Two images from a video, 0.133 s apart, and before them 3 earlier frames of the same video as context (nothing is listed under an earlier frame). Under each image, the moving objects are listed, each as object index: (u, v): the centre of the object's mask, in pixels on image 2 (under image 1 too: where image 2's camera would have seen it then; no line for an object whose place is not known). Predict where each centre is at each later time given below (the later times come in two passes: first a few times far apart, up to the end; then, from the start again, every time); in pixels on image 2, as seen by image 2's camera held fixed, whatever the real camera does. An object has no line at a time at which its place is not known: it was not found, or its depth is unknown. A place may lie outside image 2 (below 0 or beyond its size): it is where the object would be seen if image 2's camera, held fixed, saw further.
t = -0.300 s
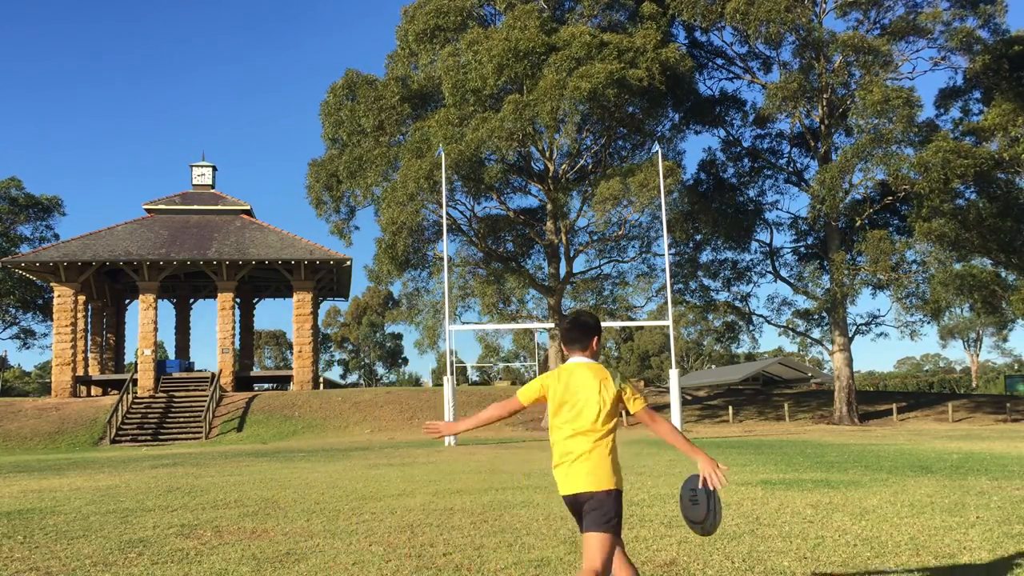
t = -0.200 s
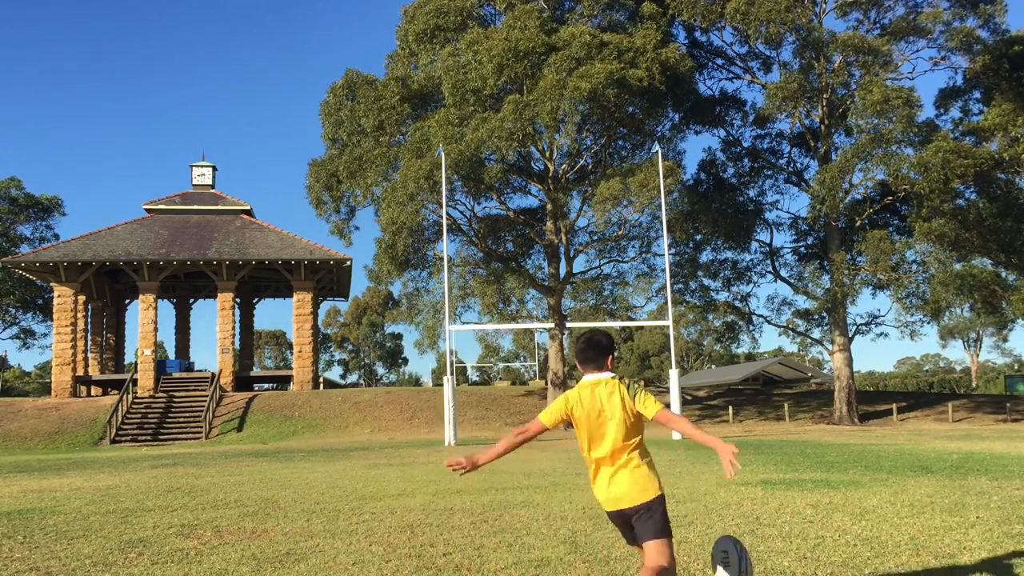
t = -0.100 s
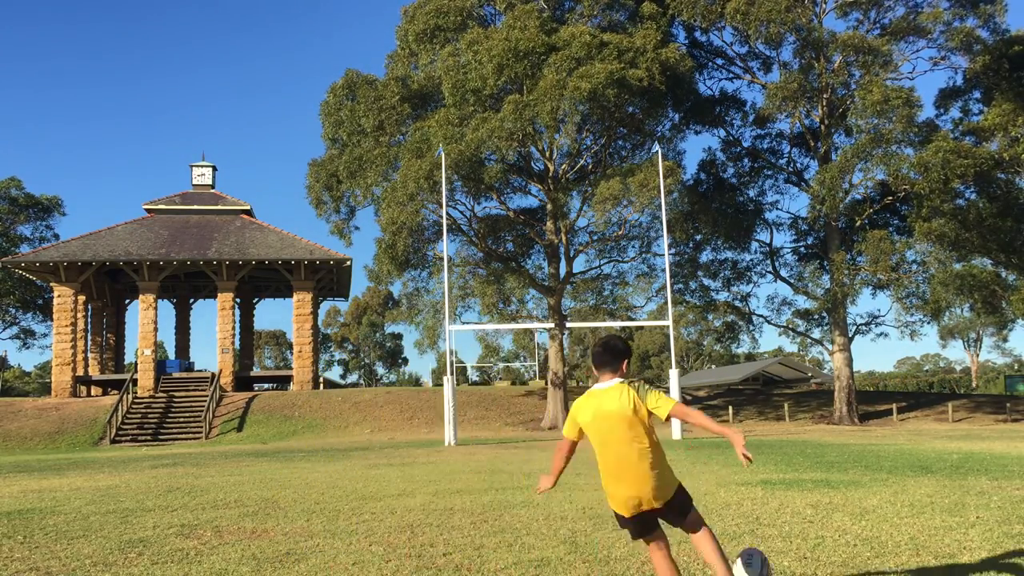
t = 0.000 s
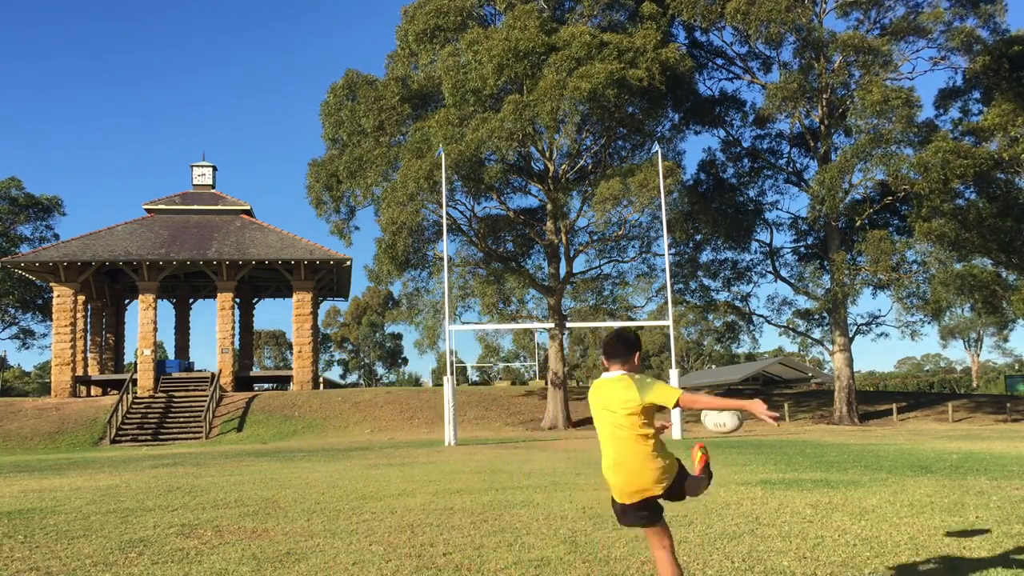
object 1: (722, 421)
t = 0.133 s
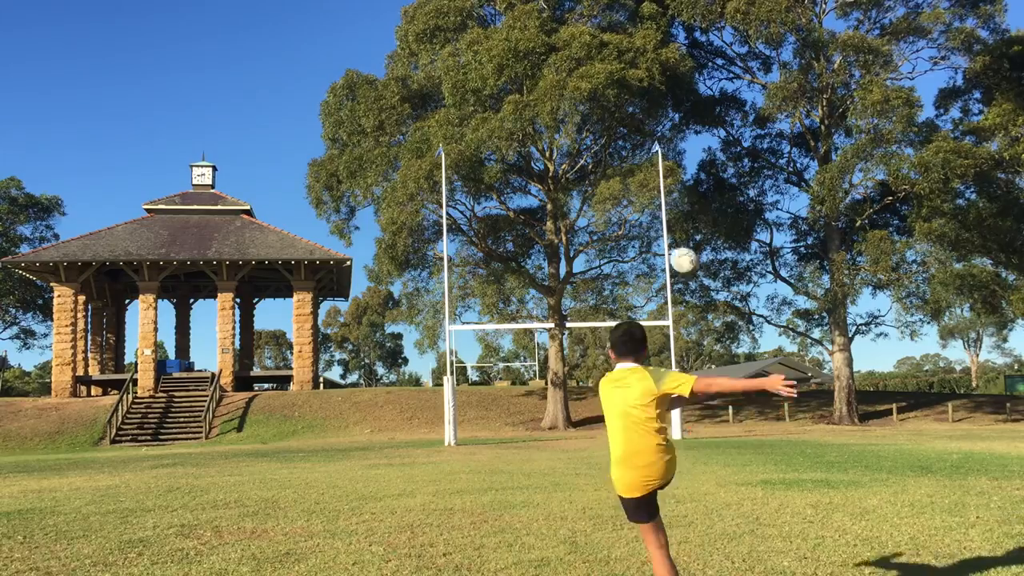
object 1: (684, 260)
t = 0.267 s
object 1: (661, 172)
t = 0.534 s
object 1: (635, 101)
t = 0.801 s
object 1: (617, 96)
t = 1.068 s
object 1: (602, 126)
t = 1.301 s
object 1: (591, 172)
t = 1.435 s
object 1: (585, 204)
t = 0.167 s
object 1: (677, 234)
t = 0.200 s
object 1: (672, 209)
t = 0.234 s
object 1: (666, 189)
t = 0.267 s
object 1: (661, 172)
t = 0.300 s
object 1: (656, 157)
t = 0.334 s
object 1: (654, 144)
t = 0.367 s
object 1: (650, 134)
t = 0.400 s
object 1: (646, 124)
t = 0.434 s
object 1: (644, 117)
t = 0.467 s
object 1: (641, 110)
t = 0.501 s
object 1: (638, 105)
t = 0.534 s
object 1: (635, 101)
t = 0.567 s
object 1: (633, 97)
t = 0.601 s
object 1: (631, 95)
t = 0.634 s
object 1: (628, 94)
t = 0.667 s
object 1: (626, 93)
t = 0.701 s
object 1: (623, 92)
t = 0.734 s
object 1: (621, 93)
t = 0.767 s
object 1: (619, 94)
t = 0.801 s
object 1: (617, 96)
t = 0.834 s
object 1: (614, 98)
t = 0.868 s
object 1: (613, 101)
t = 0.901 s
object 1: (610, 104)
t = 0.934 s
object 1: (609, 107)
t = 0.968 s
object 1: (607, 111)
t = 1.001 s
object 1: (605, 116)
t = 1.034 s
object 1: (604, 121)
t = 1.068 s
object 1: (602, 126)
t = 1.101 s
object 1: (600, 132)
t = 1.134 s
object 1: (599, 138)
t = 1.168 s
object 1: (597, 144)
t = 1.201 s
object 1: (596, 150)
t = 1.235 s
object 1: (594, 157)
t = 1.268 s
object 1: (593, 165)
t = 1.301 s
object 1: (591, 172)
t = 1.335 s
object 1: (590, 180)
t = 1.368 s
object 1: (588, 187)
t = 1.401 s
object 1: (587, 195)
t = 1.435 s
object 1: (585, 204)
